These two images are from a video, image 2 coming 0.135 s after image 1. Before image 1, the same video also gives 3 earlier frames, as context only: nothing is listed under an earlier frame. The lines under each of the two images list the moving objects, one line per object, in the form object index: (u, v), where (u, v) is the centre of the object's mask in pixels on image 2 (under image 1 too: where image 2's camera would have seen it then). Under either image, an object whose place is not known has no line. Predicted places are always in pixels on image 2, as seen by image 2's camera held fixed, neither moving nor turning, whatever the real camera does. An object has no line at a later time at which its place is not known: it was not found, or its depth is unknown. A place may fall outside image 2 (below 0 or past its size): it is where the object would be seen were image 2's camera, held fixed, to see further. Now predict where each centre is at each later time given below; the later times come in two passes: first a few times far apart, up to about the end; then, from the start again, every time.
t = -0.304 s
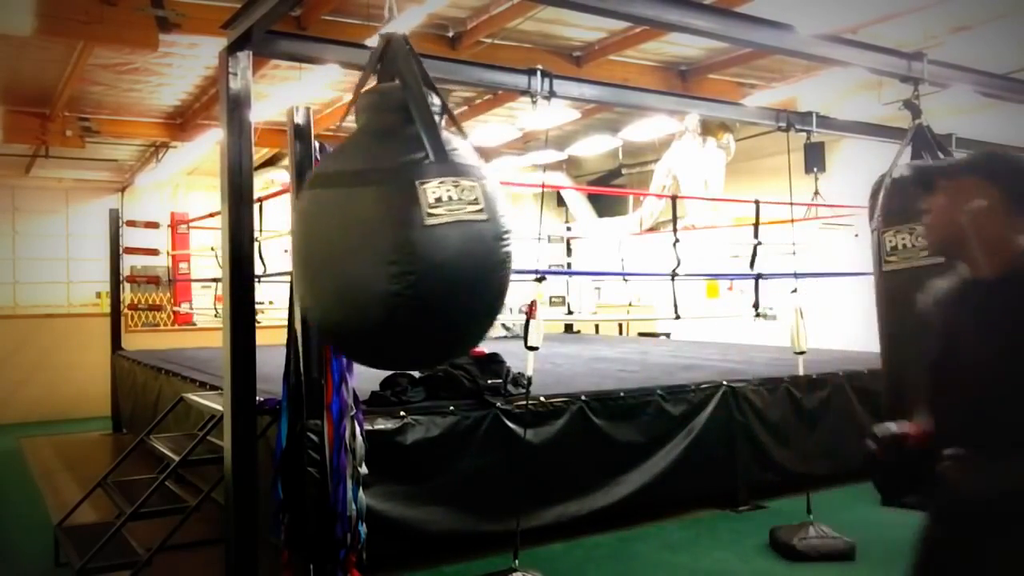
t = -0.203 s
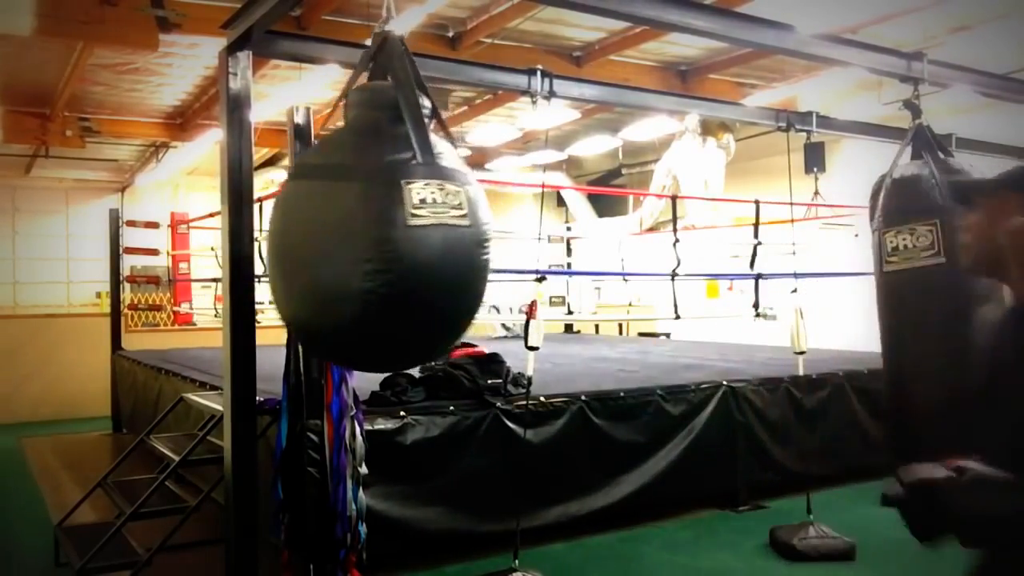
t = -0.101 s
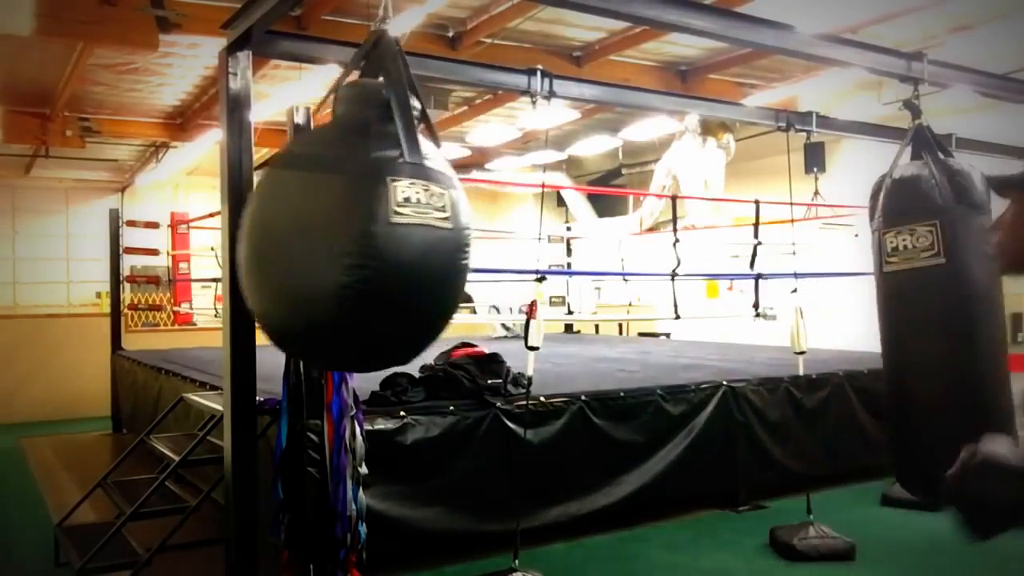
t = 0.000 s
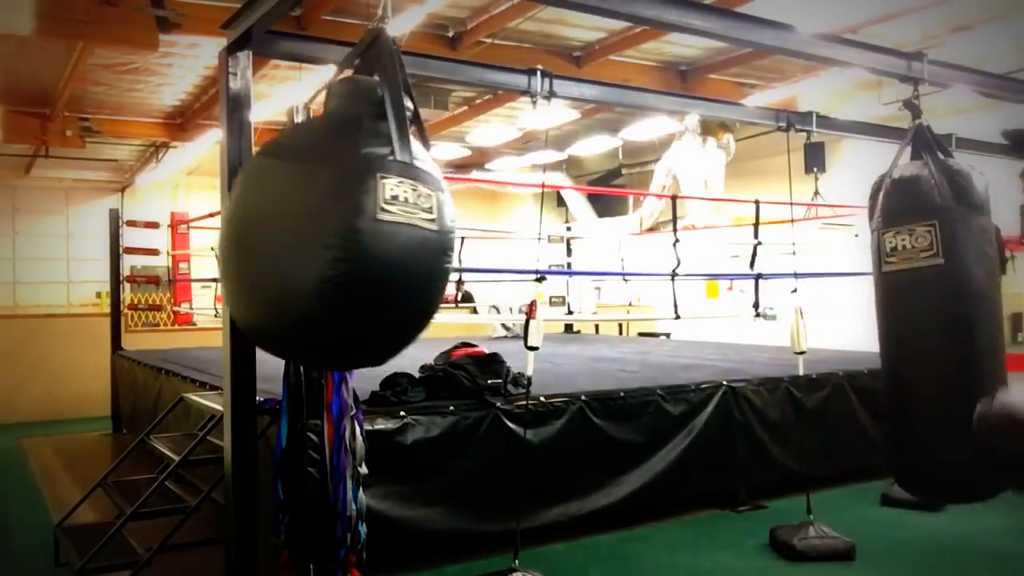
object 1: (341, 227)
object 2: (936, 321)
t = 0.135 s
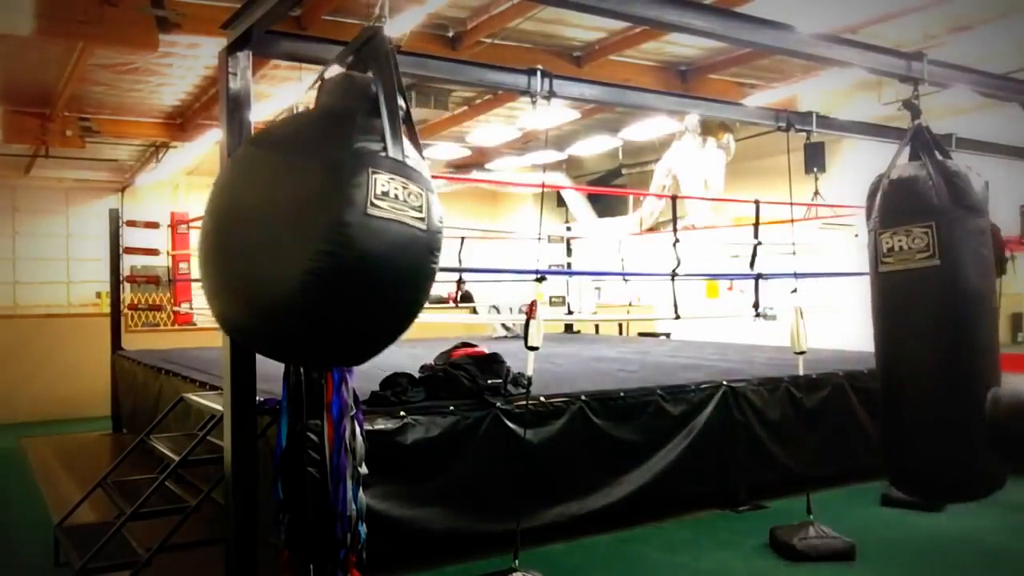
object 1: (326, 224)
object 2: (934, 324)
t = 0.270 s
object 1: (324, 224)
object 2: (929, 325)
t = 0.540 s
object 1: (358, 230)
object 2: (914, 322)
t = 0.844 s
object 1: (421, 229)
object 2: (902, 321)
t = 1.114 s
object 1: (450, 225)
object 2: (902, 322)
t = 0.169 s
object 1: (324, 224)
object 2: (933, 324)
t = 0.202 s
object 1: (323, 224)
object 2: (931, 324)
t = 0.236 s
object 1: (323, 224)
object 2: (930, 325)
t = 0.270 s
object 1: (324, 224)
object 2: (929, 325)
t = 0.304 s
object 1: (325, 225)
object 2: (927, 324)
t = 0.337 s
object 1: (327, 225)
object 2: (926, 324)
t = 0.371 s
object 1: (331, 226)
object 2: (925, 325)
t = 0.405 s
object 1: (335, 226)
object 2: (924, 325)
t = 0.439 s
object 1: (340, 227)
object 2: (923, 325)
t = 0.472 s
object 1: (346, 228)
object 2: (918, 323)
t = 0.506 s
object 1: (351, 229)
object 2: (916, 322)
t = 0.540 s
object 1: (358, 230)
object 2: (914, 322)
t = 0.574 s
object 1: (365, 231)
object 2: (913, 322)
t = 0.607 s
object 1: (373, 231)
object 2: (911, 322)
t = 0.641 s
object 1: (381, 231)
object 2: (909, 321)
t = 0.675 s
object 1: (388, 231)
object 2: (908, 321)
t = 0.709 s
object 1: (395, 231)
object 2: (906, 322)
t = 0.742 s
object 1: (402, 231)
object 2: (905, 321)
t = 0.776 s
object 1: (408, 231)
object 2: (904, 322)
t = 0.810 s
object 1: (415, 231)
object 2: (903, 322)
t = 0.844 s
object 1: (421, 229)
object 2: (902, 321)
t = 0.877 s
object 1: (427, 229)
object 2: (901, 322)
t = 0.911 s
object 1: (433, 228)
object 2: (901, 322)
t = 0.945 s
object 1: (438, 227)
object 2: (901, 323)
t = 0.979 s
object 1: (442, 227)
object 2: (901, 323)
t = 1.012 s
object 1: (445, 226)
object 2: (900, 323)
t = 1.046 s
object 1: (448, 225)
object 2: (901, 323)
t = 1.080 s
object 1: (450, 224)
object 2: (901, 322)
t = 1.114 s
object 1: (450, 225)
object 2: (902, 322)
